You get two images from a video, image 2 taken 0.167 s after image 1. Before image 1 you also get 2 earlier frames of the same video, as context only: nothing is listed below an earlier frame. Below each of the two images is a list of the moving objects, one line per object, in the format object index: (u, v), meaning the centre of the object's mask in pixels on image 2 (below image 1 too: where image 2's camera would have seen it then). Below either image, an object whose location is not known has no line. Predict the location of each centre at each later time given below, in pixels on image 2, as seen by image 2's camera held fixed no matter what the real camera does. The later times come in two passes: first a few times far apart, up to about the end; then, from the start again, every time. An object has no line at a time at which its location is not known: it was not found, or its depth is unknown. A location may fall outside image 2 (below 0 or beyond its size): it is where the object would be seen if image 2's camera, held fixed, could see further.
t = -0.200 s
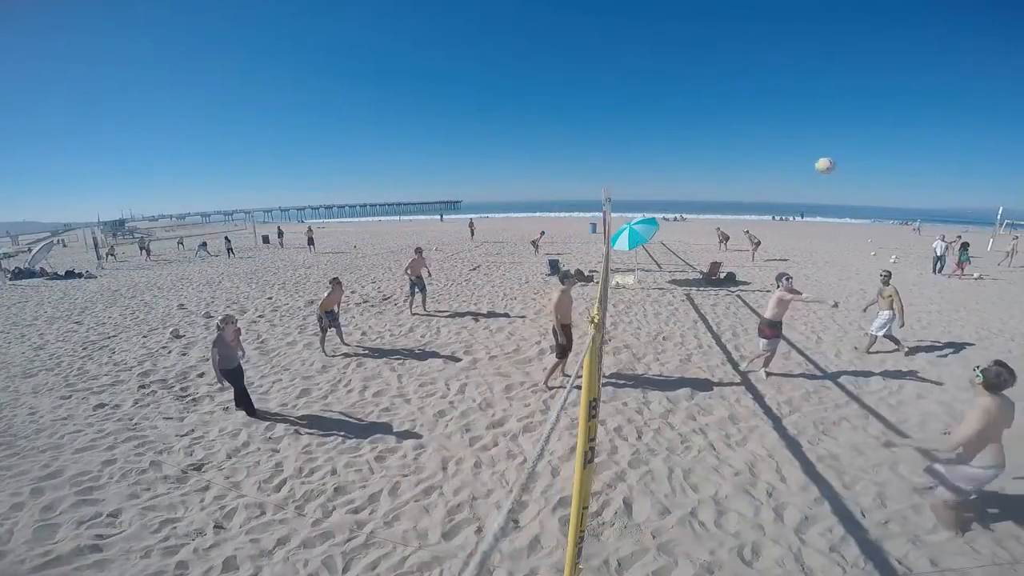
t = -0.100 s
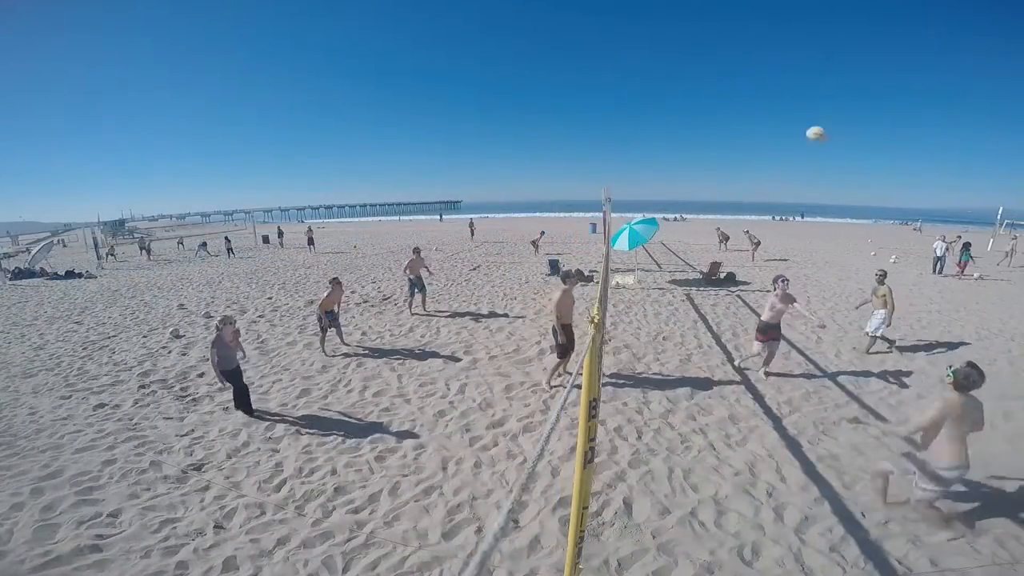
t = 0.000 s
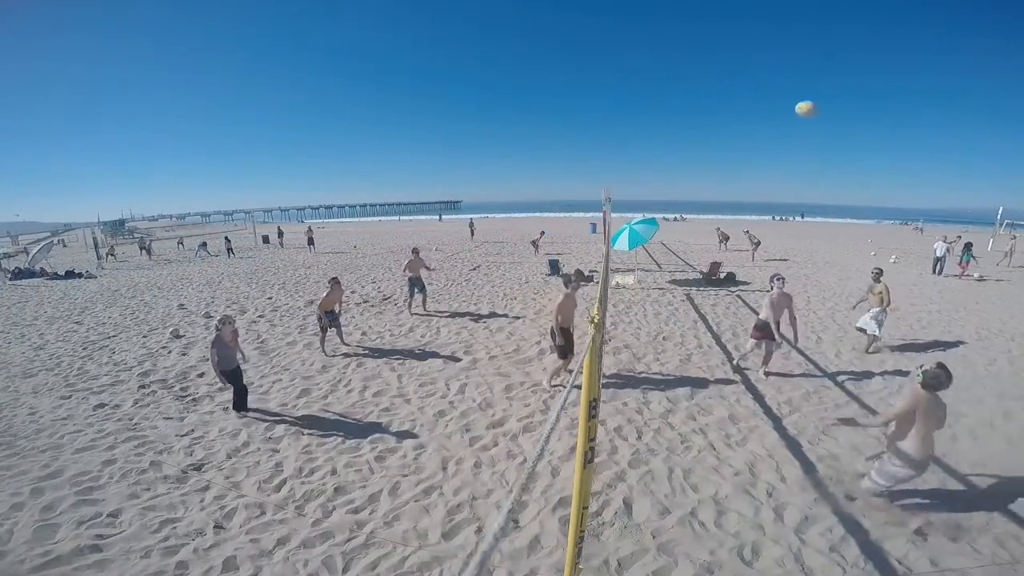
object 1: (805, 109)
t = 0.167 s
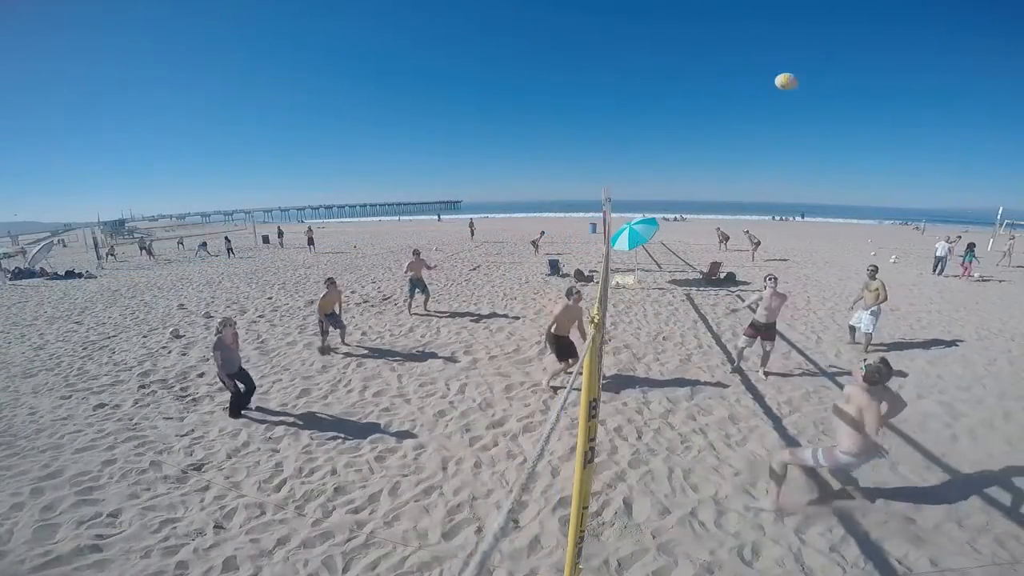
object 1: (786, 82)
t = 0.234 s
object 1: (777, 76)
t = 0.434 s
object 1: (754, 78)
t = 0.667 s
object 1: (725, 129)
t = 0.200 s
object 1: (781, 78)
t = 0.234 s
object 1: (777, 76)
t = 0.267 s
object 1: (773, 74)
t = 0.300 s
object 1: (770, 73)
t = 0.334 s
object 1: (766, 73)
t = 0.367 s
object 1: (762, 74)
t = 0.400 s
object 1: (759, 75)
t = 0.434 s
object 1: (754, 78)
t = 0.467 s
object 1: (750, 81)
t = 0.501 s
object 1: (746, 86)
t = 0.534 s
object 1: (742, 92)
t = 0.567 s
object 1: (737, 99)
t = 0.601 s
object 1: (733, 108)
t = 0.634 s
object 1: (729, 118)
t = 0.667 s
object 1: (725, 129)
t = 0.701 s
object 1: (720, 142)
